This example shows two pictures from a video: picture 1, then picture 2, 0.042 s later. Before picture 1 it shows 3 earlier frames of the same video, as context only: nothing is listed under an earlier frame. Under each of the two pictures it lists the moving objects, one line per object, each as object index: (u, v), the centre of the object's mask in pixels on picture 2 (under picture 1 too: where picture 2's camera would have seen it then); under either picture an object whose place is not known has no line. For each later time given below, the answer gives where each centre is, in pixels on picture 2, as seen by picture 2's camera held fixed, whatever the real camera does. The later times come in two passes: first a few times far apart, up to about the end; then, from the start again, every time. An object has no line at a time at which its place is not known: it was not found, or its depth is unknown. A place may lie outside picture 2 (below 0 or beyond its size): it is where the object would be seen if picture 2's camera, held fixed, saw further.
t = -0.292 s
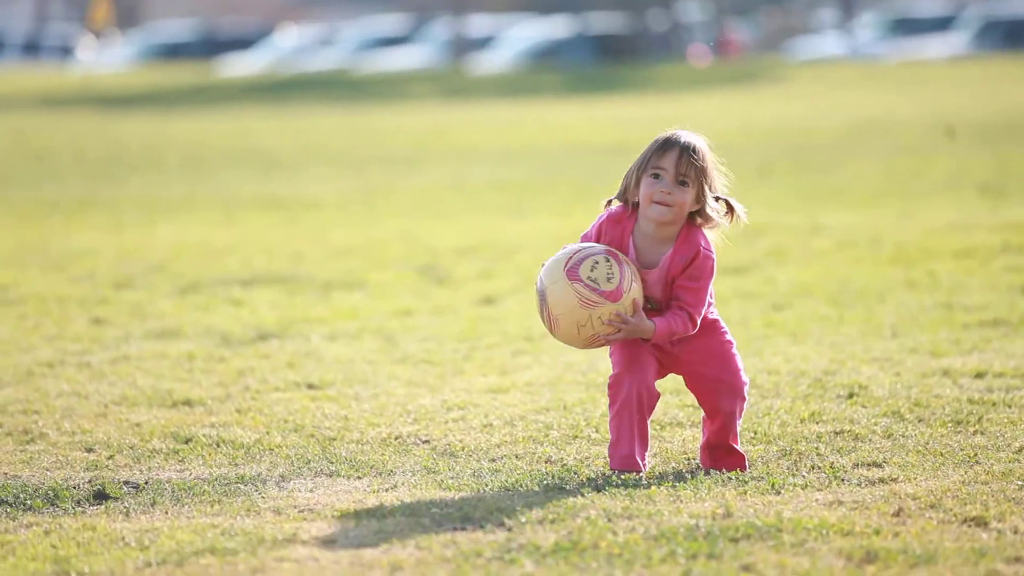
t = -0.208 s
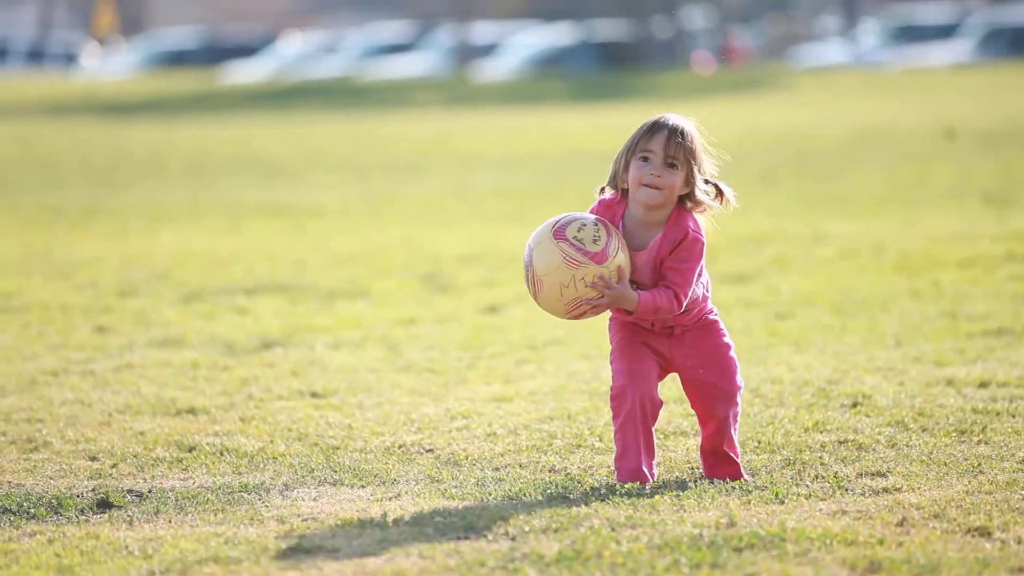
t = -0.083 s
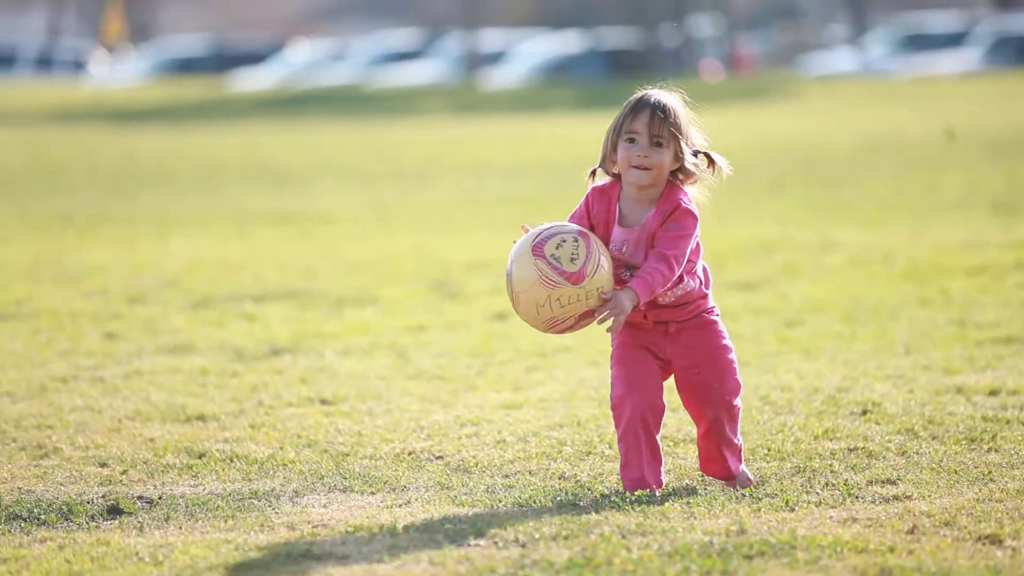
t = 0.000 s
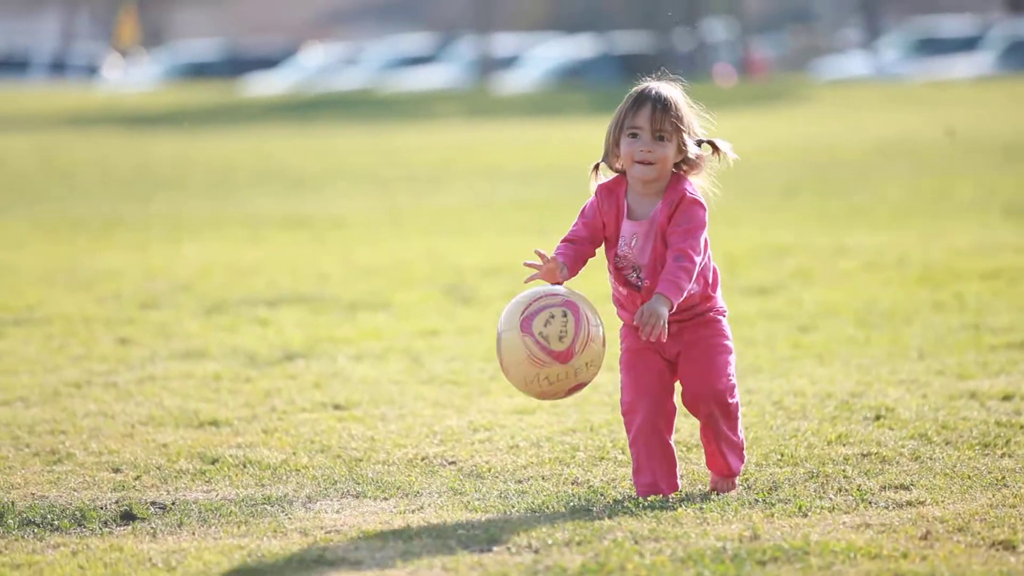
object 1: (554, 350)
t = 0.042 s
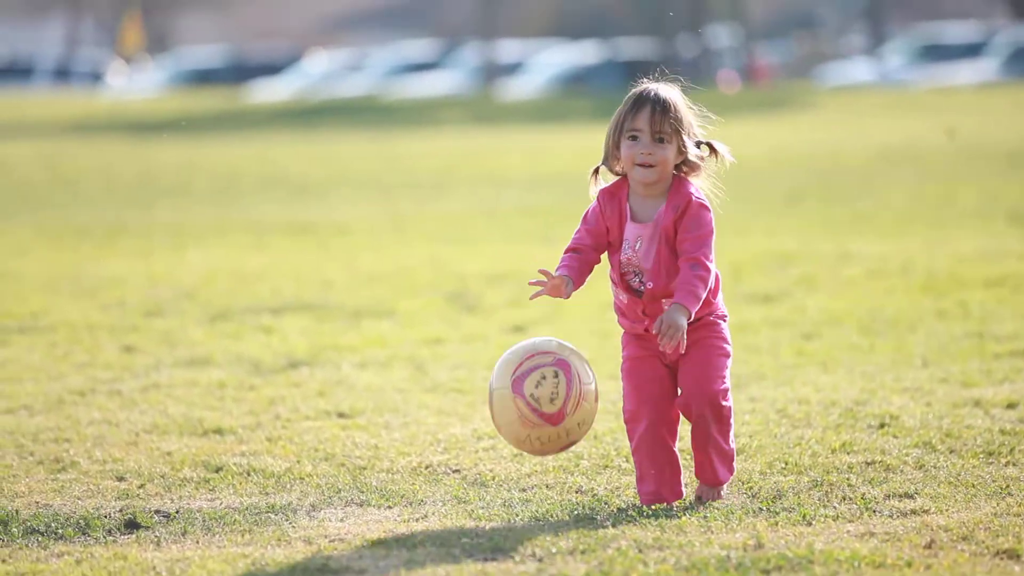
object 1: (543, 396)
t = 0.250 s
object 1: (487, 376)
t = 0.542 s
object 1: (406, 457)
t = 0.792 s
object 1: (310, 478)
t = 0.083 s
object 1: (532, 454)
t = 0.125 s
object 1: (521, 453)
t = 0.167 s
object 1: (509, 418)
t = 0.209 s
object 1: (498, 392)
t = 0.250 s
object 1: (487, 376)
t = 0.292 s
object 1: (476, 368)
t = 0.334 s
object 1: (465, 369)
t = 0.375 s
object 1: (454, 379)
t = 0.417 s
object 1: (443, 399)
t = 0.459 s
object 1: (432, 428)
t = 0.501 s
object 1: (421, 469)
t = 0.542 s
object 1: (406, 457)
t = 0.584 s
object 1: (391, 439)
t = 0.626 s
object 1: (375, 430)
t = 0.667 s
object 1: (359, 430)
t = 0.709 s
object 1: (343, 439)
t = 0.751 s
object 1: (326, 460)
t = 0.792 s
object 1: (310, 478)
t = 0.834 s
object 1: (294, 464)
